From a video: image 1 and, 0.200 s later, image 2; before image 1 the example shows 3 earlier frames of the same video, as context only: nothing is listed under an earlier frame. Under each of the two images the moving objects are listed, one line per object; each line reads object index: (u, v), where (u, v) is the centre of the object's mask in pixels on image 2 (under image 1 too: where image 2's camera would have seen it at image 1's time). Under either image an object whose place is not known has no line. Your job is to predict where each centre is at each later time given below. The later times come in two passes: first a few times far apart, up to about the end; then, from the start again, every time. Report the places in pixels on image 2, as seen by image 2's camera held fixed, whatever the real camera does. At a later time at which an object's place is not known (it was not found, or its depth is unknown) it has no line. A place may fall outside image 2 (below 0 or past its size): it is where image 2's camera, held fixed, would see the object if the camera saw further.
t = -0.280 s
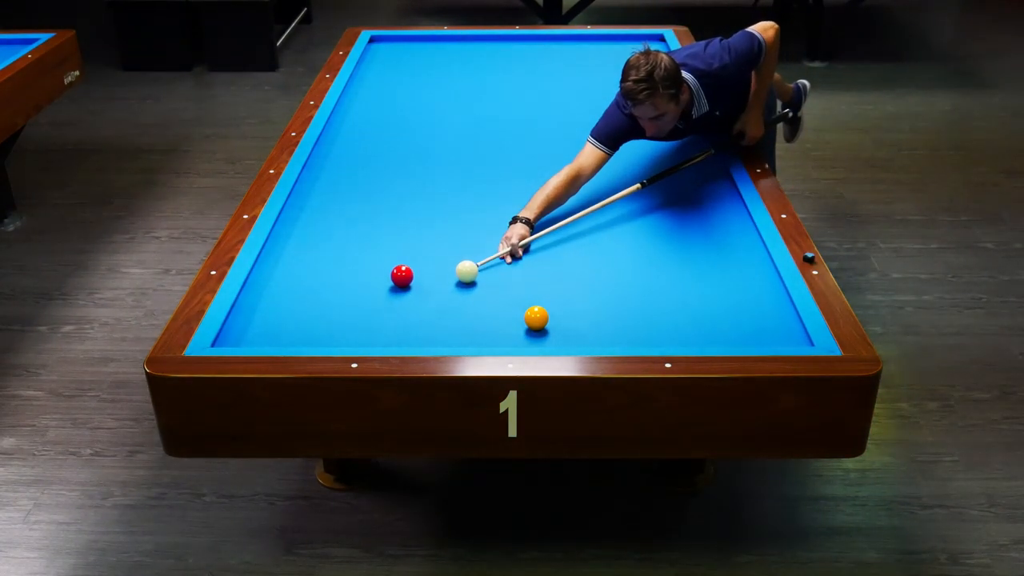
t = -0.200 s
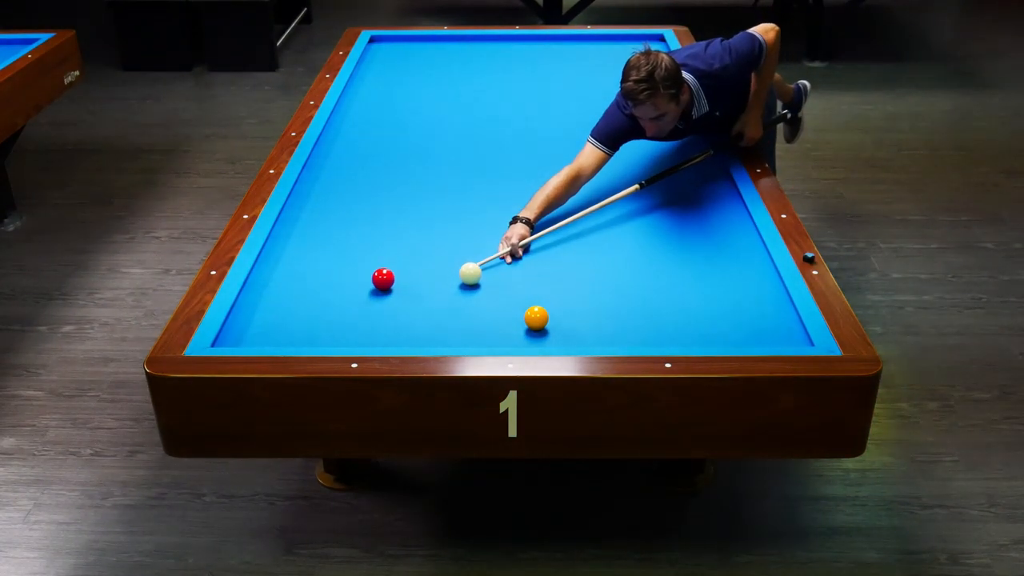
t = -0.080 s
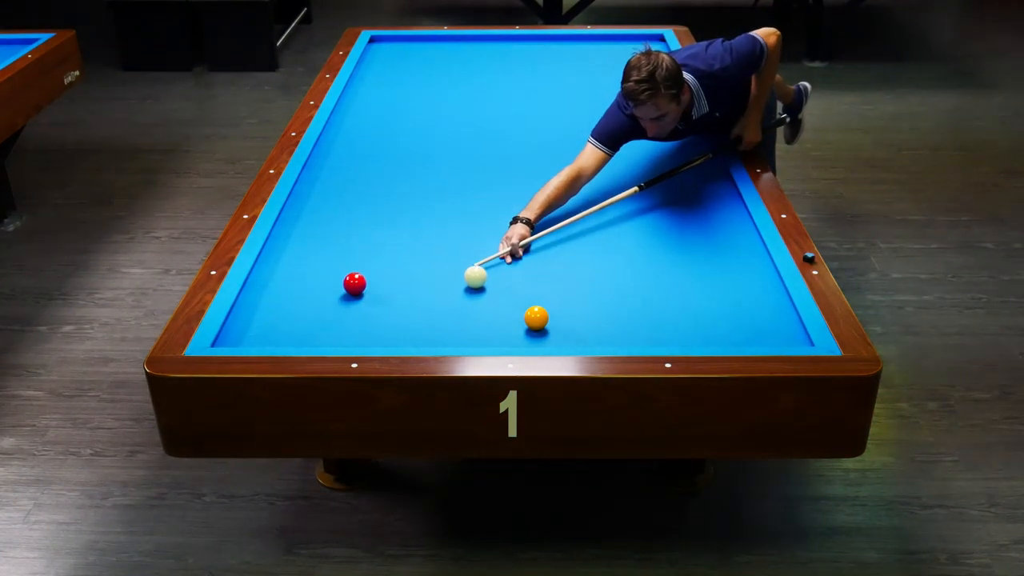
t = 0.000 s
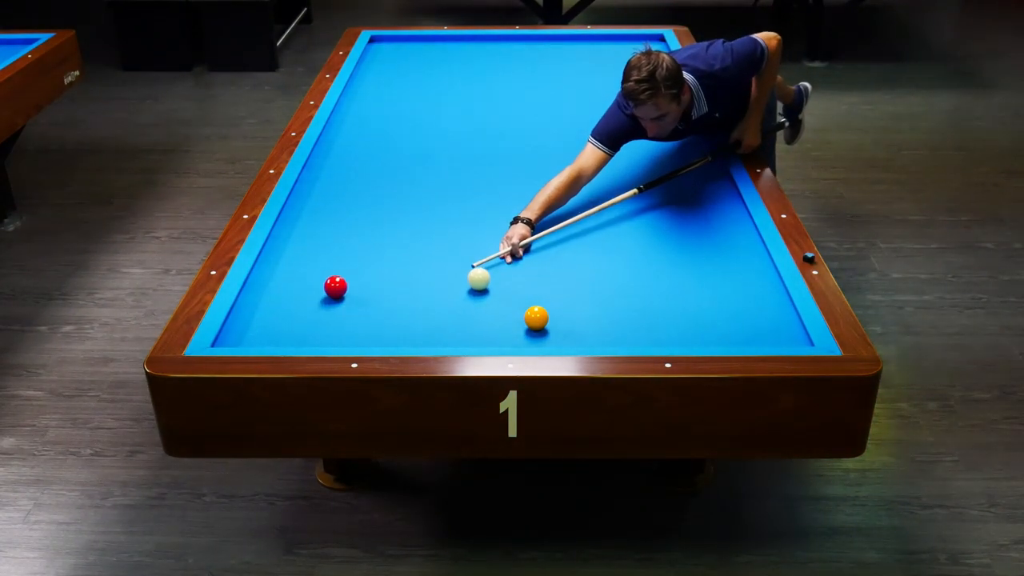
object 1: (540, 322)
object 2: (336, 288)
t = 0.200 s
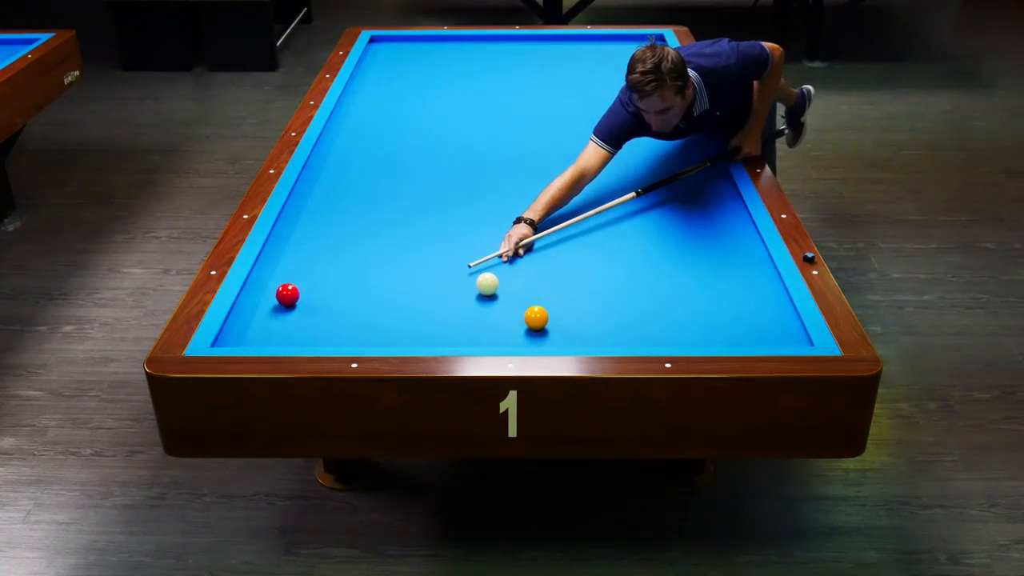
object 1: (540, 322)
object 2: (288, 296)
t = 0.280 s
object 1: (540, 322)
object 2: (268, 299)
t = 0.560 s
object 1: (539, 322)
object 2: (268, 308)
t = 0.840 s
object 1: (539, 322)
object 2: (298, 317)
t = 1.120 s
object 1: (538, 321)
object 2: (327, 325)
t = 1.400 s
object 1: (541, 324)
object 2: (357, 334)
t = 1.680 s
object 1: (547, 327)
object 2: (385, 339)
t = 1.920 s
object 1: (549, 329)
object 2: (408, 338)
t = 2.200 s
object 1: (550, 331)
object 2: (432, 336)
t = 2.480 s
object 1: (552, 332)
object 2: (454, 334)
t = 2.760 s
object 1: (552, 333)
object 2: (475, 330)
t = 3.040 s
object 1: (552, 333)
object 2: (493, 326)
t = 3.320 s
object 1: (552, 333)
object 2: (510, 323)
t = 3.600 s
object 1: (552, 333)
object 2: (526, 321)
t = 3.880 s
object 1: (553, 333)
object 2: (534, 319)
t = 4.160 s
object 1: (557, 335)
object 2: (539, 317)
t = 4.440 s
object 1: (560, 336)
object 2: (543, 316)
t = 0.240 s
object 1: (540, 322)
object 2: (278, 297)
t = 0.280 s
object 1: (540, 322)
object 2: (268, 299)
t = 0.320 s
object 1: (540, 322)
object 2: (259, 301)
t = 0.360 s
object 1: (539, 322)
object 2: (249, 302)
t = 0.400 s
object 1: (539, 322)
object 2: (249, 303)
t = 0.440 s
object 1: (539, 322)
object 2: (255, 304)
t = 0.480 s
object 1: (539, 322)
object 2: (259, 306)
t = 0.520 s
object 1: (539, 322)
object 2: (264, 307)
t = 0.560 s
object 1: (539, 322)
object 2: (268, 308)
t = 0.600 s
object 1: (539, 322)
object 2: (272, 310)
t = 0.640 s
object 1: (539, 322)
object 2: (276, 311)
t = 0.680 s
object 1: (539, 322)
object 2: (281, 312)
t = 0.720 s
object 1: (539, 322)
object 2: (285, 313)
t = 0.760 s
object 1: (539, 322)
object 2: (289, 315)
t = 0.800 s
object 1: (539, 322)
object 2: (294, 316)
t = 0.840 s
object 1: (539, 322)
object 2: (298, 317)
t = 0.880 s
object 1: (539, 322)
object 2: (302, 318)
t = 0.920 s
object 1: (538, 322)
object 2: (306, 320)
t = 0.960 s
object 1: (539, 322)
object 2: (311, 321)
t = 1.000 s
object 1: (538, 321)
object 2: (315, 322)
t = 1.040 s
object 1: (538, 321)
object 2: (319, 323)
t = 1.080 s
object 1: (538, 321)
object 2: (323, 324)
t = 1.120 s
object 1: (538, 321)
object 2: (327, 325)
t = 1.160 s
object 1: (538, 321)
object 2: (332, 327)
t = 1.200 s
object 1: (539, 321)
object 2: (336, 328)
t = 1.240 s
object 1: (539, 322)
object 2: (340, 329)
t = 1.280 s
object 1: (540, 322)
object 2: (344, 330)
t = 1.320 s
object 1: (541, 323)
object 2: (348, 332)
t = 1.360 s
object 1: (541, 323)
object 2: (352, 333)
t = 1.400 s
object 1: (541, 324)
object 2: (357, 334)
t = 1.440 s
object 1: (542, 324)
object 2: (360, 334)
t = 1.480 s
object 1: (543, 324)
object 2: (365, 335)
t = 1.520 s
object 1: (543, 325)
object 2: (369, 336)
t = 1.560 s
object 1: (545, 326)
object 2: (373, 337)
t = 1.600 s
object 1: (546, 326)
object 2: (377, 338)
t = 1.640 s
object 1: (546, 326)
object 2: (381, 338)
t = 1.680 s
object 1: (547, 327)
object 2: (385, 339)
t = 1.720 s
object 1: (547, 327)
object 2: (390, 340)
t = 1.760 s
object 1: (548, 328)
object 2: (394, 340)
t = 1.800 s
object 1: (548, 328)
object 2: (397, 340)
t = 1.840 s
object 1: (548, 329)
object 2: (401, 339)
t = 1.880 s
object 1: (549, 329)
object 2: (404, 339)
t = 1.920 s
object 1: (549, 329)
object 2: (408, 338)
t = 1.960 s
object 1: (549, 330)
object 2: (412, 338)
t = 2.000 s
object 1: (549, 330)
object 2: (415, 338)
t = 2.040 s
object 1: (549, 330)
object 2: (419, 337)
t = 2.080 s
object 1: (550, 331)
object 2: (422, 337)
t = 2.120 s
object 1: (550, 331)
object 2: (425, 337)
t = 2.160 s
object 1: (550, 331)
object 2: (429, 336)
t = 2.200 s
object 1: (550, 331)
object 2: (432, 336)
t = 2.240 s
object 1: (550, 331)
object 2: (435, 336)
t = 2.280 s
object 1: (551, 331)
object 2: (439, 335)
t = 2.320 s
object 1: (551, 331)
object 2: (442, 335)
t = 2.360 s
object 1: (551, 331)
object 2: (445, 335)
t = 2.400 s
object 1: (551, 331)
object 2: (448, 334)
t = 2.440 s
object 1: (551, 332)
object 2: (451, 334)
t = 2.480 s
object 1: (552, 332)
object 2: (454, 334)
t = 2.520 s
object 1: (552, 332)
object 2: (457, 333)
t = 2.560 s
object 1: (552, 332)
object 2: (460, 332)
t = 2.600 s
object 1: (552, 333)
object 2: (463, 332)
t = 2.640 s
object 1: (552, 333)
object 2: (466, 331)
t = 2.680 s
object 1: (552, 333)
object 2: (469, 331)
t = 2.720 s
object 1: (552, 333)
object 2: (472, 330)
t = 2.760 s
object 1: (552, 333)
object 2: (475, 330)
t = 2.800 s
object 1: (552, 333)
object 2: (477, 329)
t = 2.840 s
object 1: (552, 333)
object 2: (480, 329)
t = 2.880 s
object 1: (552, 333)
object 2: (483, 328)
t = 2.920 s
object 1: (552, 333)
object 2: (485, 328)
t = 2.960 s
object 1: (552, 333)
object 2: (488, 327)
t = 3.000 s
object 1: (552, 333)
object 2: (491, 327)
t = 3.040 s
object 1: (552, 333)
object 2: (493, 326)
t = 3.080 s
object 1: (552, 333)
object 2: (496, 326)
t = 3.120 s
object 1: (552, 333)
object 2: (498, 325)
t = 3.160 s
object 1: (552, 333)
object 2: (501, 325)
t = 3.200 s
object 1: (552, 333)
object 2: (503, 325)
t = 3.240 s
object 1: (552, 333)
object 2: (506, 324)
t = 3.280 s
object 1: (552, 333)
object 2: (508, 324)
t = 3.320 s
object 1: (552, 333)
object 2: (510, 323)
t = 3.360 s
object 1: (552, 333)
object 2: (513, 323)
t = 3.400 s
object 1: (552, 333)
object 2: (515, 322)
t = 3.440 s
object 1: (552, 333)
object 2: (517, 322)
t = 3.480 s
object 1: (551, 333)
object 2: (520, 322)
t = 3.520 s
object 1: (551, 333)
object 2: (522, 321)
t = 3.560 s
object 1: (552, 333)
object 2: (524, 321)
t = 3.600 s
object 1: (552, 333)
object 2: (526, 321)
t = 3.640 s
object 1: (552, 333)
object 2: (528, 320)
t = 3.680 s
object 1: (551, 332)
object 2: (529, 320)
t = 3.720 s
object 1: (551, 332)
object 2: (530, 320)
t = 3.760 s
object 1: (552, 332)
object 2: (531, 320)
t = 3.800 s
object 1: (552, 333)
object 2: (532, 320)
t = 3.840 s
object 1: (553, 333)
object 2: (533, 319)
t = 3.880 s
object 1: (553, 333)
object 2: (534, 319)
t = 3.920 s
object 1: (554, 333)
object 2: (535, 319)
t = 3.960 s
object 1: (554, 333)
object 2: (536, 318)
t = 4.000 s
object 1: (554, 334)
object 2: (536, 318)
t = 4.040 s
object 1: (555, 334)
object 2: (537, 318)
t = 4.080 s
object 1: (556, 334)
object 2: (538, 318)
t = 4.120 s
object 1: (556, 334)
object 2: (538, 317)
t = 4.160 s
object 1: (557, 335)
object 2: (539, 317)
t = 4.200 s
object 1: (557, 335)
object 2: (540, 317)
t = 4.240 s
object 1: (558, 335)
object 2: (540, 317)
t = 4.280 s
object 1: (558, 335)
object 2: (541, 317)
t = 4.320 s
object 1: (559, 335)
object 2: (542, 316)
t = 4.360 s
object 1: (559, 335)
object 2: (542, 317)
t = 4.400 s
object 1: (559, 336)
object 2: (543, 316)
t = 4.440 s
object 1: (560, 336)
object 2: (543, 316)
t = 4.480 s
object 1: (560, 336)
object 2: (544, 316)
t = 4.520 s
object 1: (560, 336)
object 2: (544, 316)
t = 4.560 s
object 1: (560, 336)
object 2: (545, 315)
